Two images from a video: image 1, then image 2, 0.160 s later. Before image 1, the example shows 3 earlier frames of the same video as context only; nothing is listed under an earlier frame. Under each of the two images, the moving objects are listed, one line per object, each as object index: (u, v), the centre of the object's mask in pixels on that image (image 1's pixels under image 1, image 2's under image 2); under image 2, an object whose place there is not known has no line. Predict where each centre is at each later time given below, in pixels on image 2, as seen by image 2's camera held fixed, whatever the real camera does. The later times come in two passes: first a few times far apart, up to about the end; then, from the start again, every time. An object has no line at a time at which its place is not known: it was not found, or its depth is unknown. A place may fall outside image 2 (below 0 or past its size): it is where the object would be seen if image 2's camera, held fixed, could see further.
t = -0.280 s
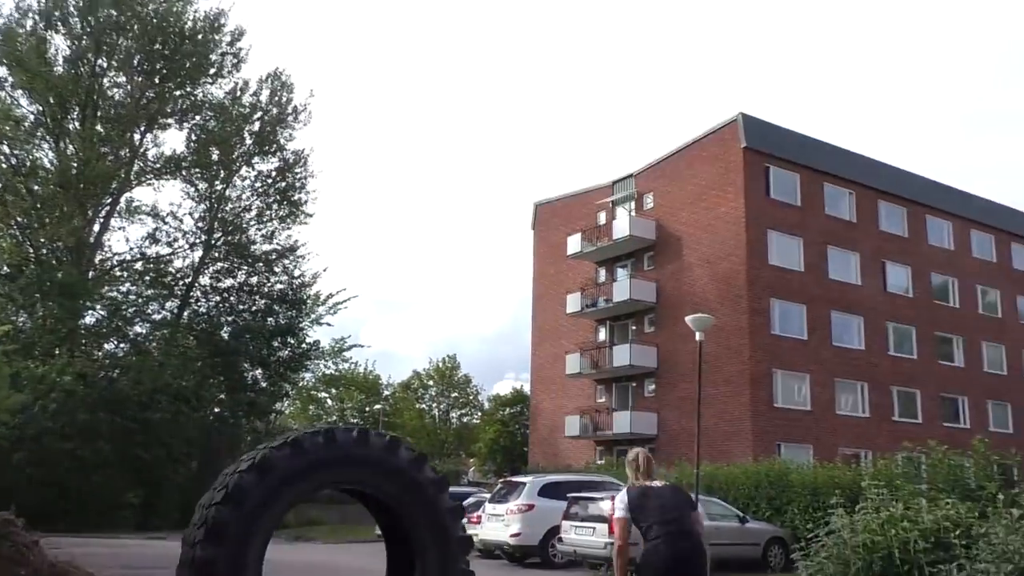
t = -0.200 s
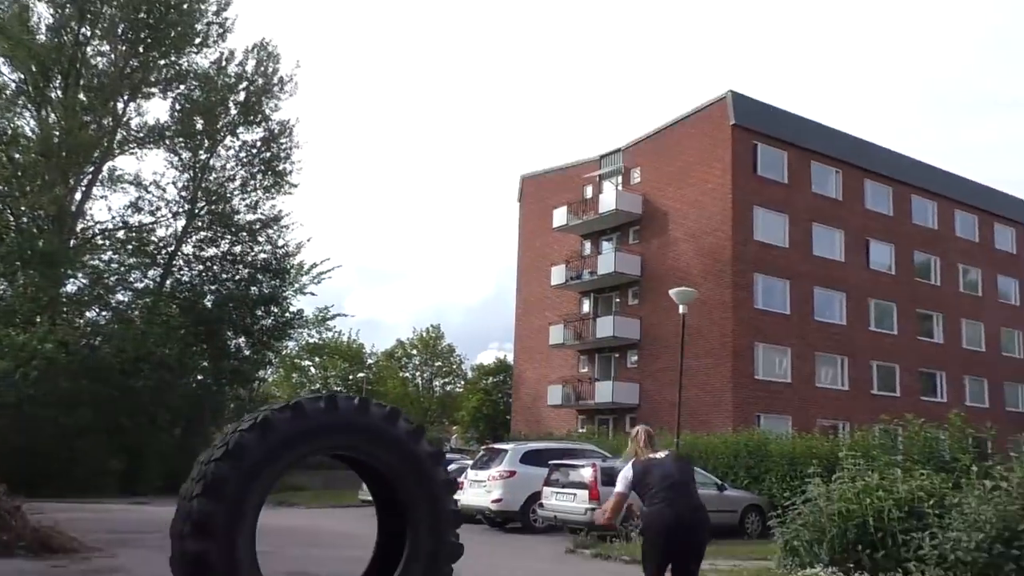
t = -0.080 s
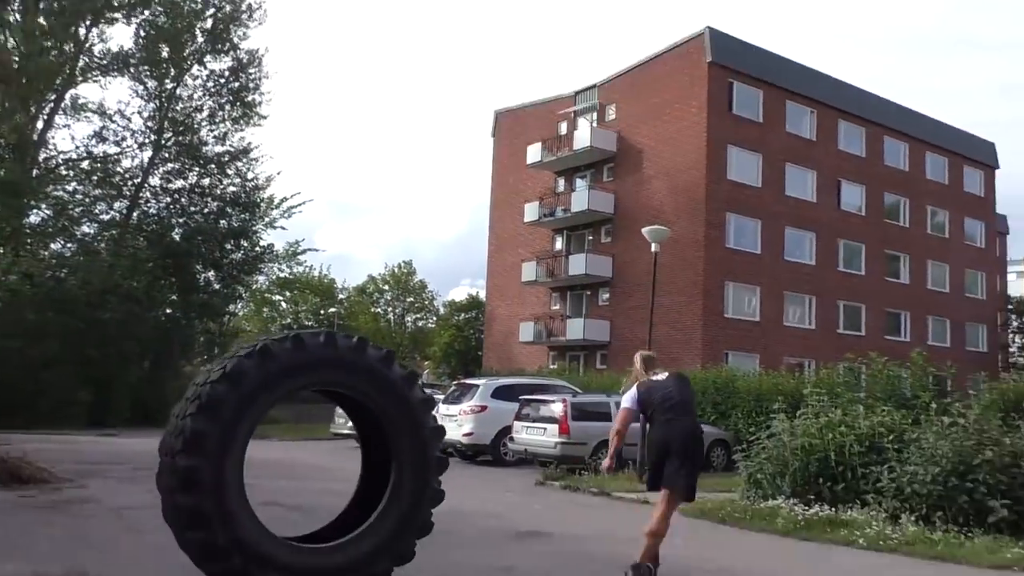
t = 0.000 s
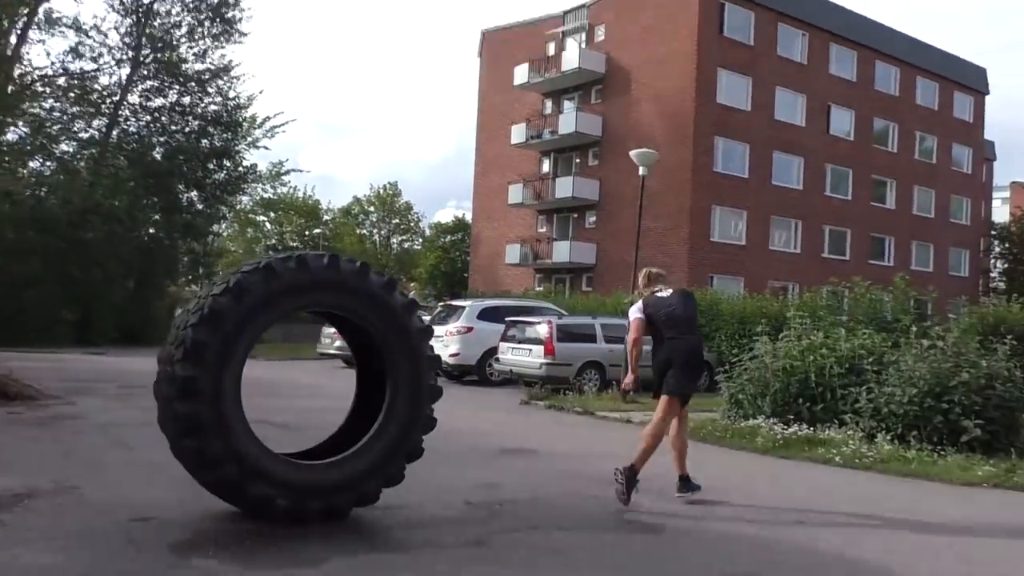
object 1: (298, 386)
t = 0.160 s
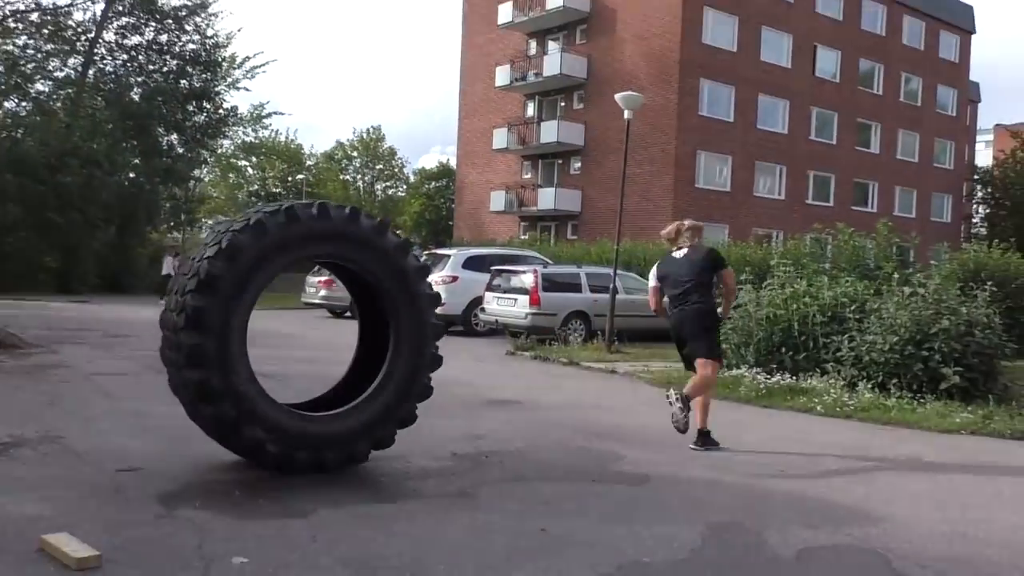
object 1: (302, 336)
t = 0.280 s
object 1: (317, 336)
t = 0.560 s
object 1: (346, 336)
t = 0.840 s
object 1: (373, 336)
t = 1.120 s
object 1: (401, 337)
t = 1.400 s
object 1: (428, 338)
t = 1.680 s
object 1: (452, 339)
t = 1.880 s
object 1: (468, 339)
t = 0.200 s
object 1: (307, 336)
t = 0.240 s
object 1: (312, 336)
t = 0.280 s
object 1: (317, 336)
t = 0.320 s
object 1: (321, 336)
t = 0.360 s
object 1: (325, 336)
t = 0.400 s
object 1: (330, 336)
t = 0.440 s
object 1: (334, 335)
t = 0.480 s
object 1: (338, 335)
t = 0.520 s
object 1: (342, 335)
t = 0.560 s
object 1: (346, 336)
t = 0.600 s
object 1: (350, 336)
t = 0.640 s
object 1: (354, 335)
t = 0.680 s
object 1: (357, 335)
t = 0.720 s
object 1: (361, 335)
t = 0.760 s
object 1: (365, 336)
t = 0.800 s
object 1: (369, 336)
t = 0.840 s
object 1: (373, 336)
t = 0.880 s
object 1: (377, 336)
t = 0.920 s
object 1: (381, 336)
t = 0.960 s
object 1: (385, 336)
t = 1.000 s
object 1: (389, 336)
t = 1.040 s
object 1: (393, 337)
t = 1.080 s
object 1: (397, 337)
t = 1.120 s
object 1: (401, 337)
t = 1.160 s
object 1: (404, 337)
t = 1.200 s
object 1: (409, 338)
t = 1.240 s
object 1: (412, 338)
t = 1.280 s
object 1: (416, 338)
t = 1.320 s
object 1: (420, 338)
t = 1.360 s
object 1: (424, 338)
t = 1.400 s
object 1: (428, 338)
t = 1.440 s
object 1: (431, 338)
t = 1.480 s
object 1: (434, 338)
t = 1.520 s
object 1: (438, 339)
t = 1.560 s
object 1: (441, 339)
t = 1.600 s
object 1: (445, 339)
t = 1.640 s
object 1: (448, 339)
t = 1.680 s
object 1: (452, 339)
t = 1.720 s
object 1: (455, 339)
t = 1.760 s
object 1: (458, 339)
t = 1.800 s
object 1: (462, 339)
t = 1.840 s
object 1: (465, 339)
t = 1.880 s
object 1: (468, 339)
